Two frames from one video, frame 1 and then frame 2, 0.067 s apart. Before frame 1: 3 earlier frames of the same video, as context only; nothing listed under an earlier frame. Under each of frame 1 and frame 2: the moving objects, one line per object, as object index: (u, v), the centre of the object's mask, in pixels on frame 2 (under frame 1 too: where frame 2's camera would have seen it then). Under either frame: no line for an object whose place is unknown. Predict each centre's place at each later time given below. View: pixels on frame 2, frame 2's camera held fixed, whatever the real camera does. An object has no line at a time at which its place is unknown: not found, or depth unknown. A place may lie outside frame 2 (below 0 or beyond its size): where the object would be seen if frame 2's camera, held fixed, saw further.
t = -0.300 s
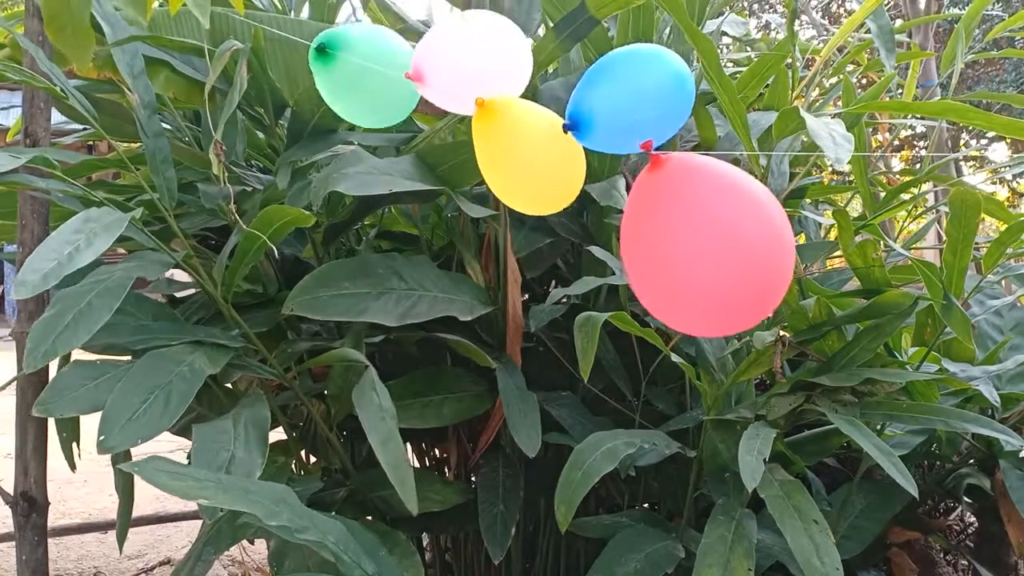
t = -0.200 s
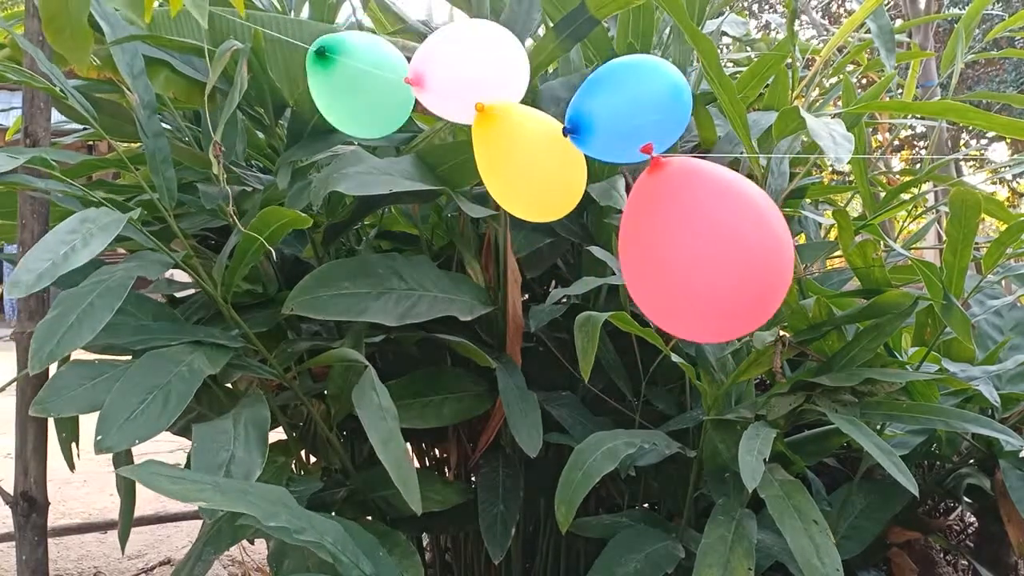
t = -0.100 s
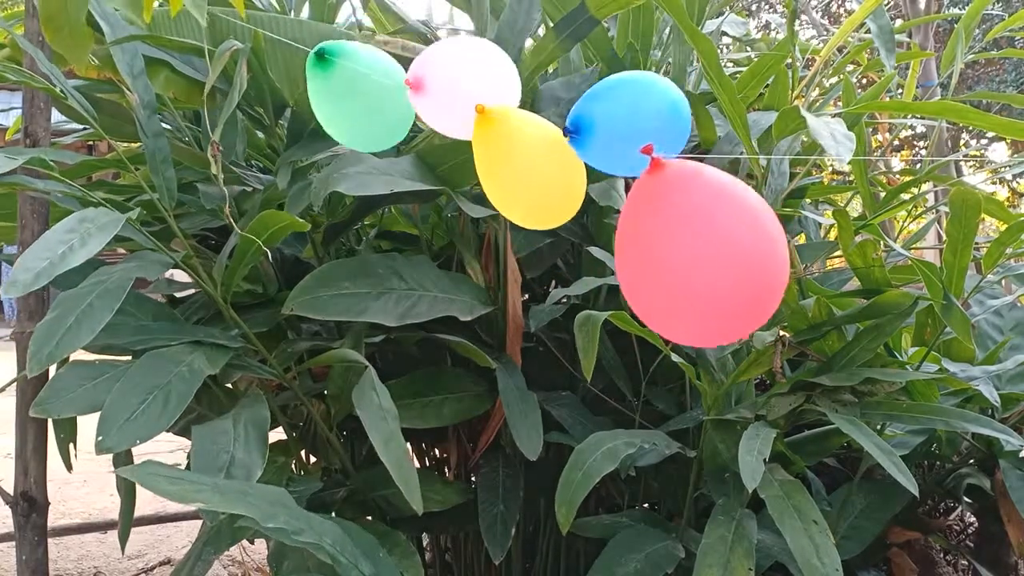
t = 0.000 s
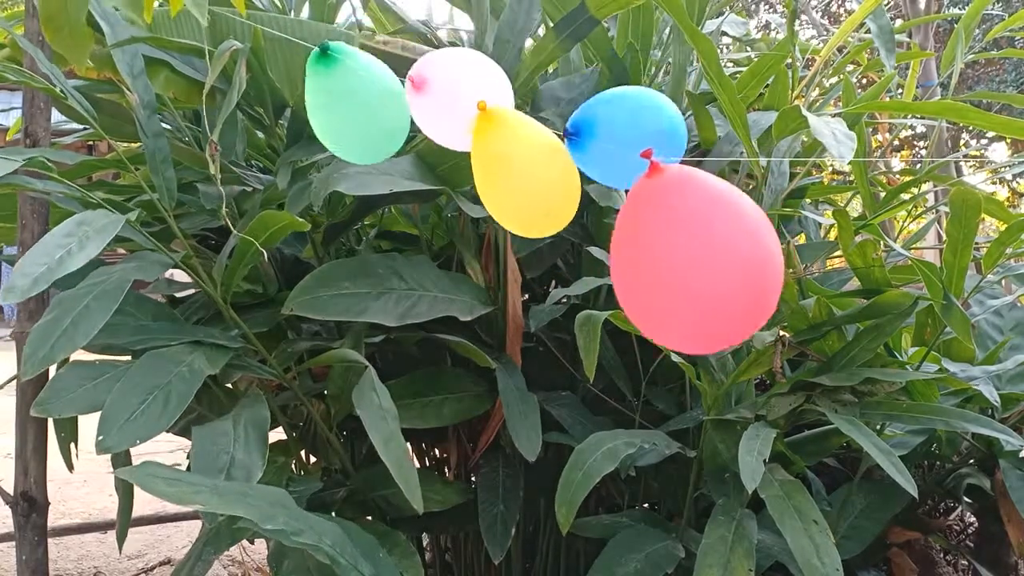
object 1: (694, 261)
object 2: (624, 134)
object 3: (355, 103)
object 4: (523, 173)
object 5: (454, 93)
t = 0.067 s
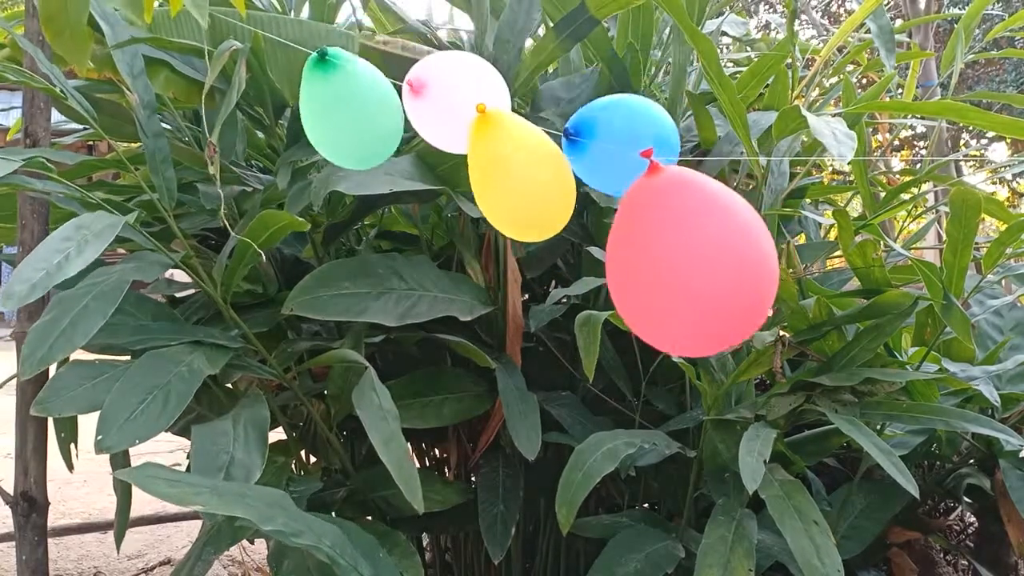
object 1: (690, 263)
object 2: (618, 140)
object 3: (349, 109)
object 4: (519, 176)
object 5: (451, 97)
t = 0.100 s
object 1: (687, 263)
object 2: (614, 144)
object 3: (346, 112)
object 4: (517, 178)
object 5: (450, 98)
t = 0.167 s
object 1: (683, 264)
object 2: (606, 150)
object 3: (342, 116)
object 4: (511, 182)
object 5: (449, 99)
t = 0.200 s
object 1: (681, 264)
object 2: (603, 153)
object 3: (341, 119)
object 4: (509, 184)
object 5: (449, 100)
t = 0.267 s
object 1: (679, 265)
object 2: (597, 157)
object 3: (341, 129)
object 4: (503, 186)
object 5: (447, 102)
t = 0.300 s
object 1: (678, 265)
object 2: (595, 160)
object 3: (342, 134)
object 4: (502, 188)
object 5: (445, 104)
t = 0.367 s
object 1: (678, 265)
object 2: (592, 164)
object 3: (344, 141)
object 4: (500, 192)
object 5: (440, 111)
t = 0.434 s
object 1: (680, 265)
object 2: (590, 170)
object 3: (343, 146)
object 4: (498, 194)
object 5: (434, 120)
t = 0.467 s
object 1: (682, 265)
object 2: (590, 172)
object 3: (341, 149)
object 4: (498, 196)
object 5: (431, 124)
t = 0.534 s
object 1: (687, 267)
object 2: (587, 180)
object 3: (335, 154)
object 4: (497, 198)
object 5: (428, 131)
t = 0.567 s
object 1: (689, 268)
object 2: (587, 184)
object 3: (332, 156)
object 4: (496, 201)
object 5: (426, 135)
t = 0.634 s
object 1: (695, 270)
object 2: (586, 193)
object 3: (326, 157)
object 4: (494, 207)
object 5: (424, 142)
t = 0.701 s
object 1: (700, 272)
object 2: (585, 199)
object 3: (324, 159)
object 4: (491, 209)
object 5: (420, 148)
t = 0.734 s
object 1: (702, 273)
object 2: (585, 202)
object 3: (324, 160)
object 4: (490, 210)
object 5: (418, 151)
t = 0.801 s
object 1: (705, 274)
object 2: (584, 206)
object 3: (321, 160)
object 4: (488, 213)
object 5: (416, 154)
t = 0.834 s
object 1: (705, 274)
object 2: (583, 208)
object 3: (318, 160)
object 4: (487, 215)
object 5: (416, 154)
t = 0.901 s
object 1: (704, 275)
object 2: (582, 210)
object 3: (315, 160)
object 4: (487, 217)
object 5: (416, 155)
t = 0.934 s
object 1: (704, 275)
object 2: (582, 210)
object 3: (315, 160)
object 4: (487, 217)
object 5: (416, 155)
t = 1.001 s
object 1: (702, 276)
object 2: (581, 209)
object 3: (315, 158)
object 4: (487, 215)
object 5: (416, 155)
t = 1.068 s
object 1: (699, 275)
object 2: (581, 205)
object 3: (318, 155)
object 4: (489, 212)
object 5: (417, 154)
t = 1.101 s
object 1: (697, 273)
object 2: (581, 203)
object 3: (321, 154)
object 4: (490, 212)
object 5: (418, 153)
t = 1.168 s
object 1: (694, 268)
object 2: (582, 197)
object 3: (326, 152)
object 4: (494, 209)
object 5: (420, 152)
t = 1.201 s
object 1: (694, 266)
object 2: (583, 193)
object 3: (327, 151)
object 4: (497, 207)
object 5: (422, 151)
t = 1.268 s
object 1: (694, 260)
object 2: (587, 184)
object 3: (329, 149)
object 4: (503, 202)
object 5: (425, 150)
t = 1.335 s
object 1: (697, 256)
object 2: (591, 177)
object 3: (331, 143)
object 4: (508, 197)
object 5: (427, 149)
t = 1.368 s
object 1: (700, 254)
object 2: (594, 173)
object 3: (332, 140)
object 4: (510, 194)
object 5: (428, 148)
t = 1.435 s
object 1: (706, 251)
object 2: (598, 170)
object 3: (335, 131)
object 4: (513, 190)
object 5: (429, 145)
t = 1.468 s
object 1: (710, 250)
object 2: (599, 168)
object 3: (337, 126)
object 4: (514, 190)
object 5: (430, 143)
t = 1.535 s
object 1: (716, 248)
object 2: (601, 167)
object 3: (342, 117)
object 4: (514, 189)
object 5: (431, 139)
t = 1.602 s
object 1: (720, 247)
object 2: (602, 166)
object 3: (347, 108)
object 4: (513, 192)
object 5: (432, 134)
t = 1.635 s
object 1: (720, 247)
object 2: (602, 166)
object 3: (350, 103)
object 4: (512, 192)
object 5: (433, 131)
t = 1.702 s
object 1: (720, 248)
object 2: (602, 166)
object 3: (354, 93)
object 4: (510, 193)
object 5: (436, 125)
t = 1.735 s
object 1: (718, 249)
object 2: (601, 166)
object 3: (356, 87)
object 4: (510, 193)
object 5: (438, 122)
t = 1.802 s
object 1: (712, 252)
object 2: (600, 166)
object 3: (359, 78)
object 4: (508, 193)
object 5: (439, 119)
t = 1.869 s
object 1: (703, 257)
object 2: (598, 166)
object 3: (362, 73)
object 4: (507, 193)
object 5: (440, 117)
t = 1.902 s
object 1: (698, 259)
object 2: (597, 167)
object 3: (363, 72)
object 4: (507, 193)
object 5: (440, 118)
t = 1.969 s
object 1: (686, 262)
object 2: (593, 167)
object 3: (364, 72)
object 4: (505, 195)
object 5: (440, 119)
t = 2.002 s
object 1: (679, 263)
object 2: (590, 167)
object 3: (364, 73)
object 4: (503, 196)
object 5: (440, 120)
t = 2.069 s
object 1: (667, 265)
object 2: (585, 168)
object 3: (362, 78)
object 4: (501, 199)
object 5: (439, 122)
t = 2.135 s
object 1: (656, 266)
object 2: (579, 169)
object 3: (359, 85)
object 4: (498, 200)
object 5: (436, 125)
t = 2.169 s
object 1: (652, 266)
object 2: (576, 168)
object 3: (357, 88)
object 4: (496, 201)
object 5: (435, 127)
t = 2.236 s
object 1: (645, 265)
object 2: (573, 167)
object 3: (351, 95)
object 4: (493, 201)
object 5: (431, 130)
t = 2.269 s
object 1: (643, 264)
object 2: (571, 165)
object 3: (349, 98)
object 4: (492, 201)
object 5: (429, 132)
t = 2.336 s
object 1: (641, 262)
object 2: (570, 162)
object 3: (342, 104)
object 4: (491, 201)
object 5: (426, 134)
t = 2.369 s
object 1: (642, 260)
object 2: (570, 161)
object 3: (339, 106)
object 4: (491, 200)
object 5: (425, 135)
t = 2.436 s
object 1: (645, 257)
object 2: (572, 157)
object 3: (334, 109)
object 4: (492, 196)
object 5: (422, 135)
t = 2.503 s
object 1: (651, 255)
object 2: (576, 155)
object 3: (330, 111)
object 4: (493, 191)
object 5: (420, 134)
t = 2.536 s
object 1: (655, 253)
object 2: (578, 154)
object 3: (329, 111)
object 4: (494, 188)
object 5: (419, 133)
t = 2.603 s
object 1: (665, 251)
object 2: (583, 153)
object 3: (327, 108)
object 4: (496, 184)
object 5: (418, 131)
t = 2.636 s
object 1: (670, 249)
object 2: (584, 153)
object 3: (326, 107)
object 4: (497, 182)
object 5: (419, 130)
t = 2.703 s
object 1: (682, 246)
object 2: (588, 154)
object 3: (326, 103)
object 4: (498, 179)
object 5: (421, 125)
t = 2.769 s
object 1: (694, 244)
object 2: (591, 157)
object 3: (328, 98)
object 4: (498, 177)
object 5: (423, 118)
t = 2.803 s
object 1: (699, 243)
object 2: (593, 158)
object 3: (330, 96)
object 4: (498, 176)
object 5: (425, 115)
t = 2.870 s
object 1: (710, 241)
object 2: (595, 163)
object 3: (335, 91)
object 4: (498, 176)
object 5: (429, 107)
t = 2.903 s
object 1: (714, 241)
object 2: (595, 166)
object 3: (338, 89)
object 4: (498, 176)
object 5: (432, 104)
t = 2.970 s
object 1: (720, 241)
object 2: (596, 172)
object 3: (344, 84)
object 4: (498, 177)
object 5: (437, 98)
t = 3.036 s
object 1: (723, 241)
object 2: (596, 181)
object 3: (349, 79)
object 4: (498, 177)
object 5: (442, 93)
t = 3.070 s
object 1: (724, 242)
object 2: (595, 185)
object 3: (351, 77)
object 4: (497, 178)
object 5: (444, 91)
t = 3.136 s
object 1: (722, 245)
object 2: (592, 194)
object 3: (354, 74)
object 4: (497, 177)
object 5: (447, 90)
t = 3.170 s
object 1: (720, 247)
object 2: (590, 197)
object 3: (354, 74)
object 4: (495, 177)
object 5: (448, 89)
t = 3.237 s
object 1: (712, 252)
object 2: (584, 204)
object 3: (354, 75)
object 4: (493, 177)
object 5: (447, 88)
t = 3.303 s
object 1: (703, 258)
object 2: (579, 205)
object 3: (351, 78)
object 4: (490, 175)
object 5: (444, 89)
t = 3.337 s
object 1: (698, 260)
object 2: (576, 206)
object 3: (348, 80)
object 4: (489, 174)
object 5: (442, 88)
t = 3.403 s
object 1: (688, 265)
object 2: (572, 203)
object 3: (342, 82)
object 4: (486, 171)
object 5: (436, 88)
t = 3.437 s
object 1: (683, 268)
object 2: (571, 201)
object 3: (339, 83)
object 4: (485, 169)
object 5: (434, 87)
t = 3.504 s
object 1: (674, 271)
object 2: (570, 195)
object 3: (333, 81)
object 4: (484, 165)
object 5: (429, 83)
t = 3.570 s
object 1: (666, 272)
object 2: (570, 188)
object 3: (330, 78)
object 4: (483, 160)
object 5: (427, 79)
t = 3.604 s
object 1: (663, 272)
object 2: (571, 184)
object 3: (330, 77)
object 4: (483, 157)
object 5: (427, 75)
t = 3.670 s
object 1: (658, 271)
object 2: (574, 177)
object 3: (331, 75)
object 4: (484, 152)
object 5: (429, 68)
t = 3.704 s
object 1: (657, 269)
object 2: (575, 173)
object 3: (333, 74)
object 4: (485, 150)
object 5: (430, 64)
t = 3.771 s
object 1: (656, 266)
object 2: (579, 165)
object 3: (338, 75)
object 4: (488, 145)
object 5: (434, 58)
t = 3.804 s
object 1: (656, 264)
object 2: (581, 162)
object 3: (341, 77)
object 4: (489, 144)
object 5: (436, 56)
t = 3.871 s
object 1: (659, 261)
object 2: (585, 156)
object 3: (345, 81)
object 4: (493, 141)
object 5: (440, 52)
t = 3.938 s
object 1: (664, 257)
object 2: (589, 152)
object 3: (350, 86)
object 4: (496, 140)
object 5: (444, 50)
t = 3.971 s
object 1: (666, 256)
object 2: (590, 151)
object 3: (351, 88)
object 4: (498, 140)
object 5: (446, 50)
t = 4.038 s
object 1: (673, 253)
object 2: (593, 150)
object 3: (353, 94)
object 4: (500, 142)
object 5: (449, 50)
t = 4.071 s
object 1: (676, 251)
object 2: (594, 150)
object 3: (354, 96)
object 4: (501, 144)
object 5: (450, 52)
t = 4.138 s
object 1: (683, 248)
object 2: (595, 150)
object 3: (354, 100)
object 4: (502, 147)
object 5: (451, 56)
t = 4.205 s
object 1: (692, 243)
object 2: (596, 152)
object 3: (352, 102)
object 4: (502, 151)
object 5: (451, 60)
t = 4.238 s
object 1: (696, 241)
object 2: (596, 153)
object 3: (351, 103)
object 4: (502, 153)
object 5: (451, 62)
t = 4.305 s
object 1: (706, 236)
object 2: (597, 156)
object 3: (349, 104)
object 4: (502, 156)
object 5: (449, 69)
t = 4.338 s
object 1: (712, 233)
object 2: (598, 157)
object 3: (347, 104)
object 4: (503, 157)
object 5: (447, 73)
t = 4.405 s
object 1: (724, 226)
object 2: (600, 160)
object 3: (344, 102)
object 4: (504, 159)
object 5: (443, 81)
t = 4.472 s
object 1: (733, 217)
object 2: (603, 162)
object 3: (341, 97)
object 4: (506, 158)
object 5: (437, 90)
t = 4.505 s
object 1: (736, 212)
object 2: (604, 163)
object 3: (339, 93)
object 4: (508, 157)
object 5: (435, 93)
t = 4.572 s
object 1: (739, 203)
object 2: (605, 161)
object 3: (335, 85)
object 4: (509, 151)
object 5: (431, 94)
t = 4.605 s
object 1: (739, 200)
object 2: (605, 160)
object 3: (334, 80)
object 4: (509, 147)
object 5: (430, 94)
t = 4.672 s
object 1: (737, 198)
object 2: (604, 153)
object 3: (334, 70)
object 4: (508, 139)
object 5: (427, 91)
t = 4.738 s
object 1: (732, 200)
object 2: (603, 147)
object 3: (335, 59)
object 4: (509, 132)
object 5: (426, 87)
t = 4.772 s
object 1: (728, 202)
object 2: (603, 144)
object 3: (334, 54)
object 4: (509, 129)
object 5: (426, 84)
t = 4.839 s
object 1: (721, 206)
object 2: (602, 138)
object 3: (335, 45)
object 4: (510, 123)
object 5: (425, 77)
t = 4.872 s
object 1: (717, 209)
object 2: (602, 136)
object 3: (335, 42)
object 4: (510, 121)
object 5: (426, 73)
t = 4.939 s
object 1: (710, 215)
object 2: (602, 132)
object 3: (336, 36)
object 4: (510, 118)
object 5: (428, 65)
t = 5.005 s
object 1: (702, 222)
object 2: (602, 133)
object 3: (340, 33)
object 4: (510, 118)
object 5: (432, 57)
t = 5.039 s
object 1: (699, 226)
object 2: (601, 135)
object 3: (341, 33)
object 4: (510, 118)
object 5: (434, 55)
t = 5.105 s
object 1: (695, 233)
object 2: (600, 140)
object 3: (345, 34)
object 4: (509, 122)
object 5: (439, 50)
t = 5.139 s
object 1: (693, 236)
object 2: (599, 144)
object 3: (347, 35)
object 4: (508, 125)
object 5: (441, 49)
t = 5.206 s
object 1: (690, 241)
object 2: (596, 153)
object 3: (349, 42)
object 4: (505, 133)
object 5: (444, 51)
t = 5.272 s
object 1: (688, 243)
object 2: (591, 159)
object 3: (351, 57)
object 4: (500, 144)
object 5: (446, 55)
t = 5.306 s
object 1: (687, 243)
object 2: (589, 161)
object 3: (352, 68)
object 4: (497, 148)
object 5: (447, 61)
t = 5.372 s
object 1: (686, 241)
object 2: (586, 161)
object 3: (353, 90)
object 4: (493, 155)
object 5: (446, 67)
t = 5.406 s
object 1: (686, 238)
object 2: (586, 159)
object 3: (353, 99)
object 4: (492, 157)
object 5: (445, 71)
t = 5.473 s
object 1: (687, 230)
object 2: (586, 153)
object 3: (349, 112)
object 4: (494, 160)
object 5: (440, 79)
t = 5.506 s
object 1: (689, 226)
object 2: (588, 148)
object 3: (346, 116)
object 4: (495, 160)
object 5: (436, 83)
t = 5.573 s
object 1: (695, 218)
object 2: (591, 135)
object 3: (339, 119)
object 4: (499, 158)
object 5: (431, 93)
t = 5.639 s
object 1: (703, 213)
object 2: (594, 121)
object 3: (330, 119)
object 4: (504, 154)
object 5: (427, 101)
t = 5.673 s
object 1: (707, 211)
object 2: (595, 115)
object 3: (326, 118)
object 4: (507, 153)
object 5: (426, 103)
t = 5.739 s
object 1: (714, 208)
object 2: (597, 107)
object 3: (320, 116)
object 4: (510, 153)
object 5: (426, 108)
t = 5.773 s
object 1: (718, 207)
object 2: (598, 105)
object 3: (319, 115)
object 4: (512, 154)
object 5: (426, 111)
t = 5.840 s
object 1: (721, 207)
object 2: (600, 107)
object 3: (320, 116)
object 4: (513, 156)
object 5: (425, 117)
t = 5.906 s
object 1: (721, 210)
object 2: (606, 116)
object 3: (323, 120)
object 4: (513, 158)
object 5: (423, 122)
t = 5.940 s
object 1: (720, 212)
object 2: (608, 123)
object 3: (324, 123)
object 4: (512, 160)
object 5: (422, 125)
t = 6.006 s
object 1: (716, 220)
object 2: (607, 132)
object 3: (322, 125)
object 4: (512, 164)
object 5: (421, 128)
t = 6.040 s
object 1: (713, 226)
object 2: (606, 134)
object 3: (320, 124)
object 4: (509, 168)
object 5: (421, 128)
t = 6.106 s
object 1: (705, 237)
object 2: (602, 141)
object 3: (316, 122)
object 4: (504, 174)
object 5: (419, 128)
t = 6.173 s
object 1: (693, 248)
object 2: (597, 151)
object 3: (313, 120)
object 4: (497, 176)
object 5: (417, 126)
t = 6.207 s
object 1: (687, 251)
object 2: (593, 157)
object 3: (311, 120)
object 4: (495, 177)
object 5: (416, 125)
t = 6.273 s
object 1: (675, 258)
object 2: (584, 167)
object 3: (309, 119)
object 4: (490, 180)
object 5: (415, 125)
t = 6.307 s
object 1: (671, 260)
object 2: (582, 169)
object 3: (309, 120)
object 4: (486, 183)
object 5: (412, 123)
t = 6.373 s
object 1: (665, 263)
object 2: (577, 171)
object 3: (309, 121)
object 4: (478, 187)
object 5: (407, 123)
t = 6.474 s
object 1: (662, 263)
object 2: (575, 171)
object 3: (308, 123)
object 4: (473, 188)
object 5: (407, 125)
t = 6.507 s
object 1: (662, 263)
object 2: (575, 170)
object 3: (308, 124)
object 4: (474, 190)
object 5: (407, 127)
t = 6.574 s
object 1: (665, 260)
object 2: (578, 168)
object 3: (309, 126)
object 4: (479, 193)
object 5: (407, 134)
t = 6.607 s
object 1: (667, 259)
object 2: (580, 165)
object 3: (311, 127)
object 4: (484, 194)
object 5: (408, 138)
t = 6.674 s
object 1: (673, 258)
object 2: (587, 161)
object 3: (314, 130)
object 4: (496, 192)
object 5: (411, 144)
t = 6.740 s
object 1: (680, 259)
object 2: (594, 155)
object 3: (319, 132)
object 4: (506, 187)
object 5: (418, 149)
